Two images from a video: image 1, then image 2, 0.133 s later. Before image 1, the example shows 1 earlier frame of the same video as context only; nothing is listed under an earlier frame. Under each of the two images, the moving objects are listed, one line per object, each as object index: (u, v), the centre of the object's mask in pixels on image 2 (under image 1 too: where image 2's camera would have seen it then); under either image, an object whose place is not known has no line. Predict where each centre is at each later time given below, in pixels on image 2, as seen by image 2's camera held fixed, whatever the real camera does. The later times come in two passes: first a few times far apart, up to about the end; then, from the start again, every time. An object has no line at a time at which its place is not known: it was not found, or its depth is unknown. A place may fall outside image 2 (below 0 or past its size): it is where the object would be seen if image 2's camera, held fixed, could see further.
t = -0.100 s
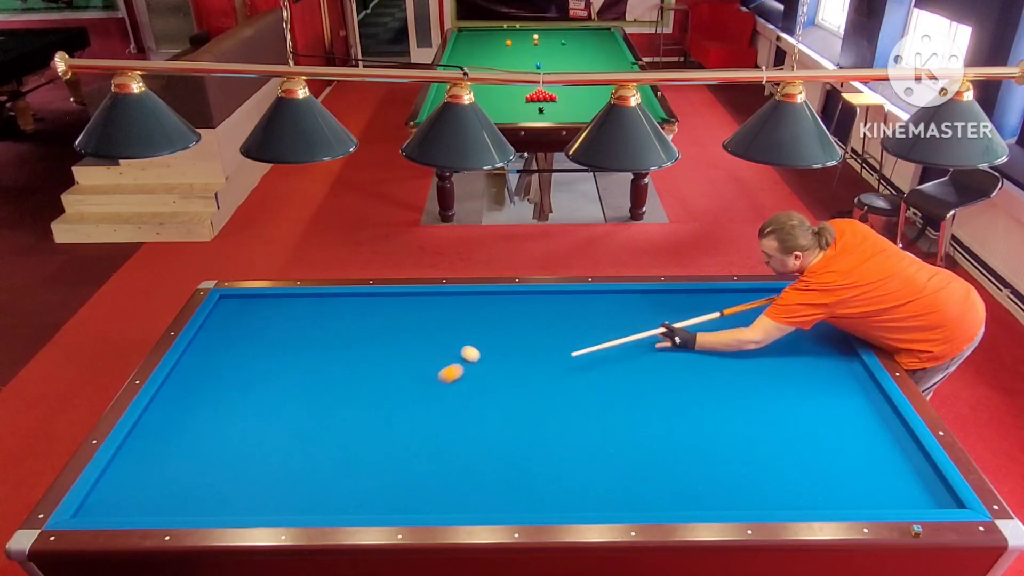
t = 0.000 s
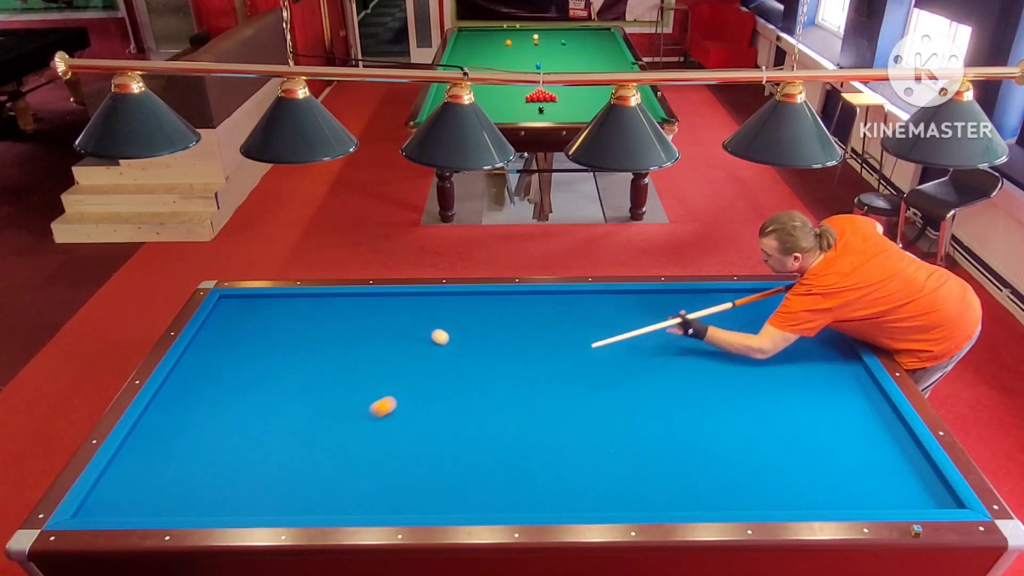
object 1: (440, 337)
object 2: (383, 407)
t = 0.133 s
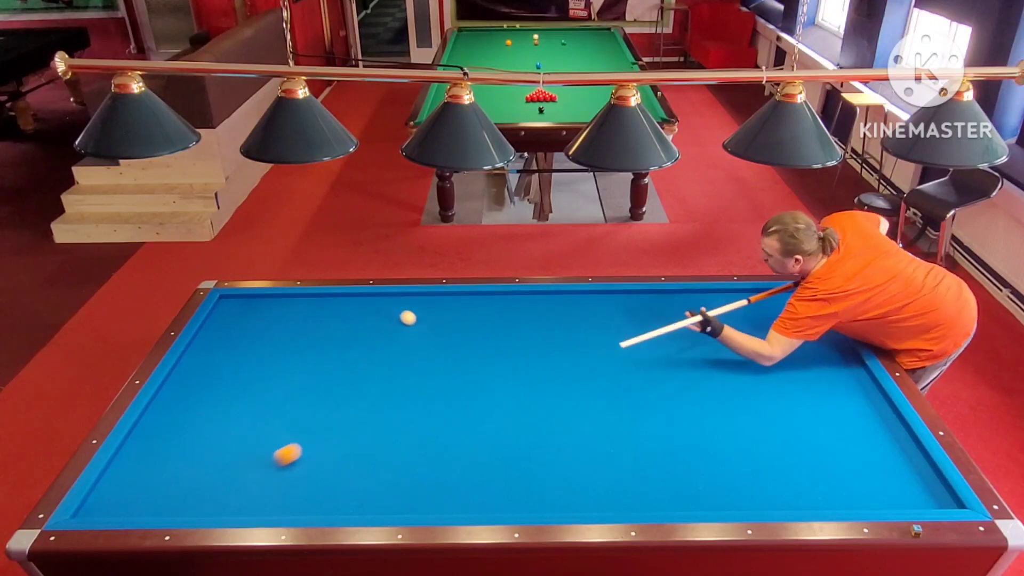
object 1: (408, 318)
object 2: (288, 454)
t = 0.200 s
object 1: (395, 310)
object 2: (237, 480)
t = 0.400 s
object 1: (357, 301)
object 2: (141, 482)
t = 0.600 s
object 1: (305, 314)
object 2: (158, 440)
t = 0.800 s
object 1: (253, 325)
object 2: (221, 407)
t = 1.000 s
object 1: (200, 336)
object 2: (273, 378)
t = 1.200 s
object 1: (218, 355)
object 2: (319, 353)
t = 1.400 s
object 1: (232, 375)
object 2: (361, 330)
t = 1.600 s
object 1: (247, 396)
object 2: (399, 308)
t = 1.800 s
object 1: (260, 415)
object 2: (432, 298)
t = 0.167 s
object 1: (401, 313)
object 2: (263, 467)
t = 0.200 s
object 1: (395, 310)
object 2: (237, 480)
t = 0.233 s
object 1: (389, 306)
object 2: (212, 492)
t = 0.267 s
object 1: (384, 302)
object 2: (185, 505)
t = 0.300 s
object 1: (379, 299)
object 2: (165, 509)
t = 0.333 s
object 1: (374, 296)
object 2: (157, 500)
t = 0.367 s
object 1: (366, 298)
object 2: (149, 491)
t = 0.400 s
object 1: (357, 301)
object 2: (141, 482)
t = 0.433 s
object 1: (348, 303)
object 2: (132, 474)
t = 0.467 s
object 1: (340, 306)
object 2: (124, 467)
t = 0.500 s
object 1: (331, 308)
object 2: (117, 460)
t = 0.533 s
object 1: (322, 310)
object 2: (130, 453)
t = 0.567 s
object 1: (314, 312)
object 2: (144, 447)
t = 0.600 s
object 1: (305, 314)
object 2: (158, 440)
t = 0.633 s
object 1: (297, 315)
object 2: (170, 434)
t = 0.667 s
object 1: (288, 317)
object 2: (181, 428)
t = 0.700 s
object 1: (280, 319)
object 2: (192, 423)
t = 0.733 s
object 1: (271, 321)
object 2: (202, 417)
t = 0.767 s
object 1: (262, 323)
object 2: (211, 412)
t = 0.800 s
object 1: (253, 325)
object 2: (221, 407)
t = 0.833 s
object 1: (245, 327)
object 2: (230, 402)
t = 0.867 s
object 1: (236, 329)
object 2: (239, 397)
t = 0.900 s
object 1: (227, 330)
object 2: (247, 392)
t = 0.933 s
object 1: (218, 332)
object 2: (256, 388)
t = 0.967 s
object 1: (209, 334)
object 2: (264, 383)
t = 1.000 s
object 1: (200, 336)
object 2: (273, 378)
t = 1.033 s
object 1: (200, 339)
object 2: (281, 374)
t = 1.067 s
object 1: (205, 342)
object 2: (289, 370)
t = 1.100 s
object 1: (209, 345)
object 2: (296, 365)
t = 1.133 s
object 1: (212, 349)
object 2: (304, 361)
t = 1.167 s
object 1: (215, 352)
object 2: (312, 357)
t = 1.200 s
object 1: (218, 355)
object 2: (319, 353)
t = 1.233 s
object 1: (221, 358)
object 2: (326, 349)
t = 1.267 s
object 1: (223, 361)
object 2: (333, 345)
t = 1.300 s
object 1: (225, 365)
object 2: (341, 341)
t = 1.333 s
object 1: (228, 368)
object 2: (347, 337)
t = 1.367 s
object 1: (230, 371)
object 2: (354, 333)
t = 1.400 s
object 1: (232, 375)
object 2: (361, 330)
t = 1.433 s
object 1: (235, 378)
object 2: (367, 326)
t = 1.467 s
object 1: (237, 382)
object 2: (374, 322)
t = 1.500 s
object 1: (240, 385)
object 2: (380, 319)
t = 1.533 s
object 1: (242, 389)
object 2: (386, 315)
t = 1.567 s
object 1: (245, 392)
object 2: (392, 312)
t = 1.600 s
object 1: (247, 396)
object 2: (399, 308)
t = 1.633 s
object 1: (247, 396)
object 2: (404, 305)
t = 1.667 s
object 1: (250, 400)
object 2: (410, 302)
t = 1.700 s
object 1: (252, 404)
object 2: (416, 298)
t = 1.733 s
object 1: (255, 408)
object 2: (422, 295)
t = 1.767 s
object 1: (257, 411)
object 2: (427, 296)
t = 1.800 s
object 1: (260, 415)
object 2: (432, 298)
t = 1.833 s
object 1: (263, 419)
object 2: (437, 300)
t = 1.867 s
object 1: (265, 423)
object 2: (442, 302)
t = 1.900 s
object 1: (268, 427)
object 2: (446, 304)
